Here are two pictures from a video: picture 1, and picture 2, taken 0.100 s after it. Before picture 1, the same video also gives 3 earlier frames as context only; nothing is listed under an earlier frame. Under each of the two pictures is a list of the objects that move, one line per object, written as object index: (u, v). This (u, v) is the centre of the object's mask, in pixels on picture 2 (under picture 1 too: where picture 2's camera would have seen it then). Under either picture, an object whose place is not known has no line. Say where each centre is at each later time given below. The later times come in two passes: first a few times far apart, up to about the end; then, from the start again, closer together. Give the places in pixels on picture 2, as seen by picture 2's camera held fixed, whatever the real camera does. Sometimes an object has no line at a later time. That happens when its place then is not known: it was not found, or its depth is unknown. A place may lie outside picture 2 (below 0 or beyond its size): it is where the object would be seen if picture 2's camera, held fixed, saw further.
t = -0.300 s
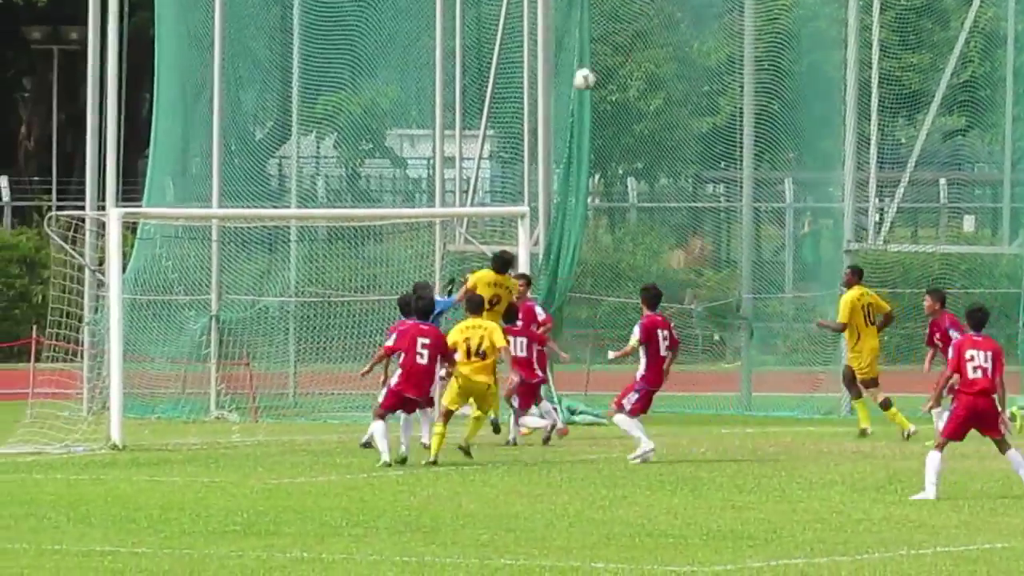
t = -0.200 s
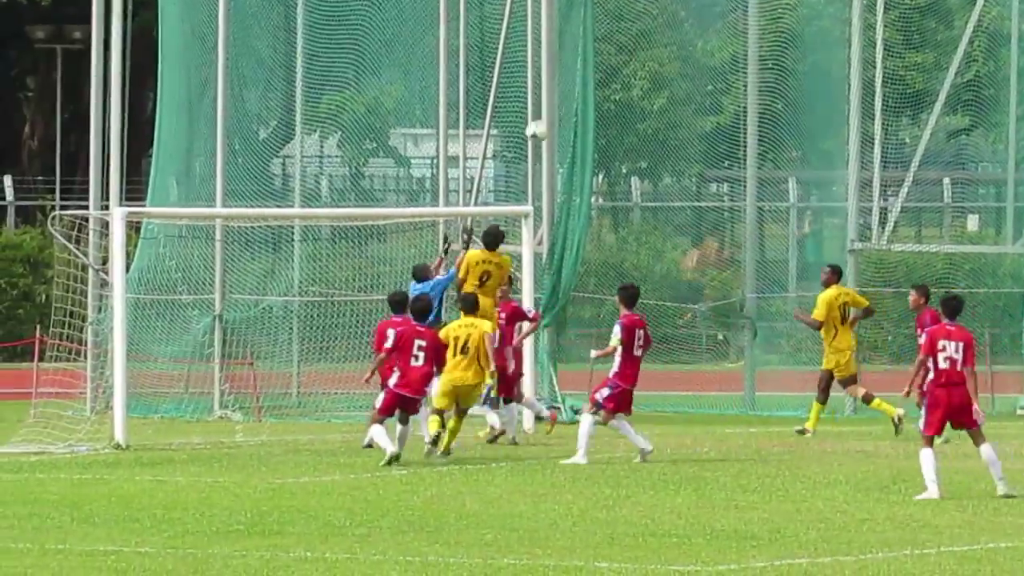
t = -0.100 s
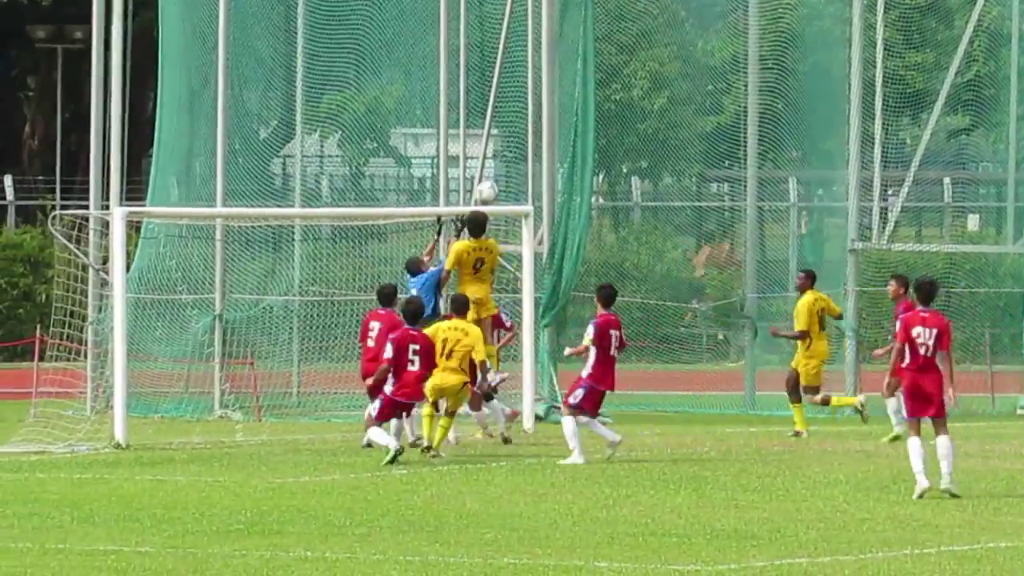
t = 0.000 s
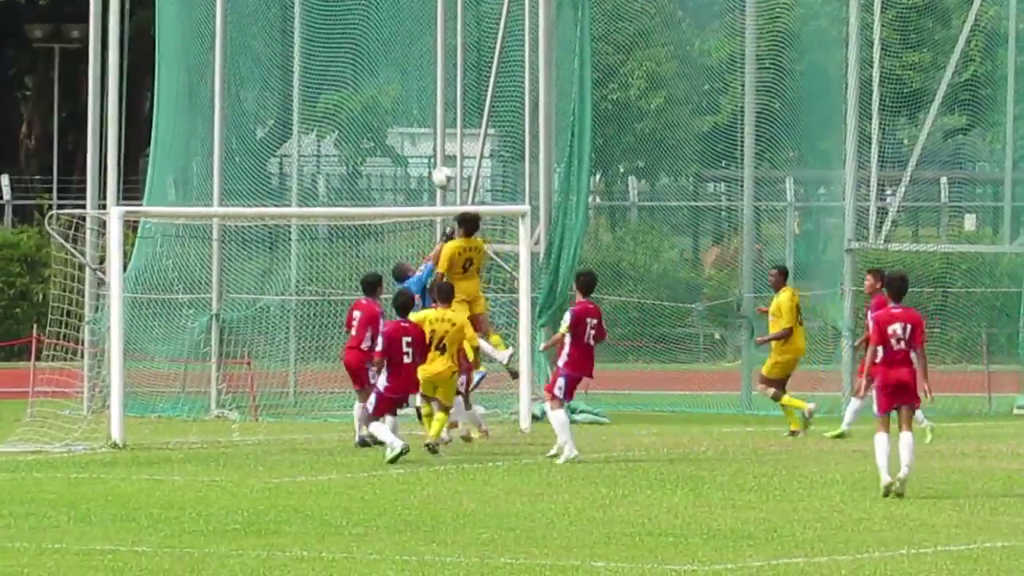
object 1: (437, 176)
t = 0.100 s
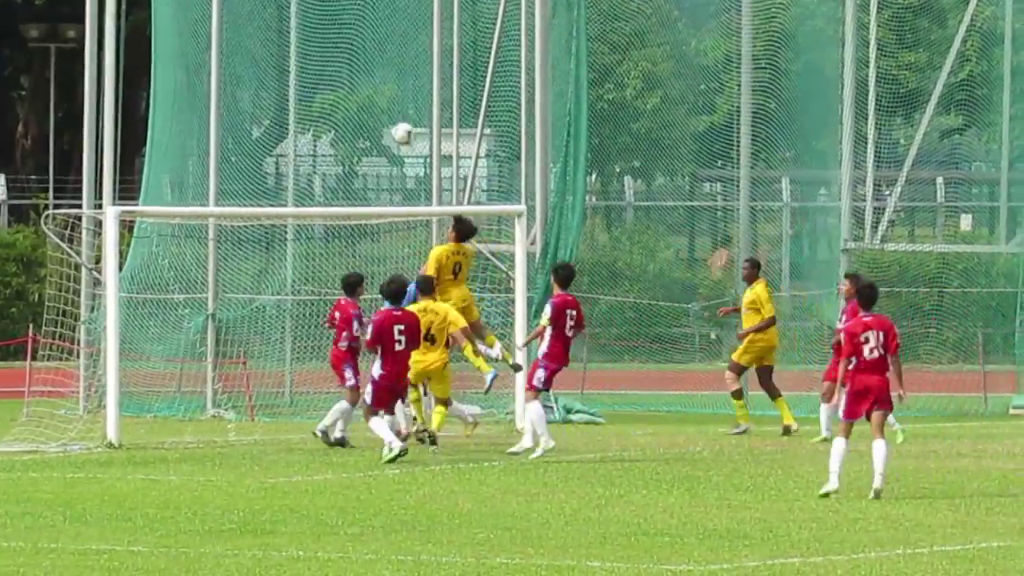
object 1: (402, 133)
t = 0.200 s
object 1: (366, 100)
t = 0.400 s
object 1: (296, 65)
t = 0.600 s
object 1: (227, 68)
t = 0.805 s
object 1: (158, 108)
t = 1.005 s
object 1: (90, 184)
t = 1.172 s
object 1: (37, 270)
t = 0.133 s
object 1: (390, 121)
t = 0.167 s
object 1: (379, 110)
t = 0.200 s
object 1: (366, 100)
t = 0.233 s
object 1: (355, 91)
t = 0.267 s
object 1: (343, 83)
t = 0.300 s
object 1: (331, 78)
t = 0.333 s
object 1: (319, 71)
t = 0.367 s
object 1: (308, 67)
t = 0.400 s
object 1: (296, 65)
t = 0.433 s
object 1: (284, 63)
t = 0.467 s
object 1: (273, 61)
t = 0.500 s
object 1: (261, 62)
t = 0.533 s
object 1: (250, 62)
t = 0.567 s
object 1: (238, 64)
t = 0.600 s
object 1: (227, 68)
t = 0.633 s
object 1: (215, 72)
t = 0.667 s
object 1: (203, 77)
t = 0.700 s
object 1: (193, 83)
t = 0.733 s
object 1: (181, 90)
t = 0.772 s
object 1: (169, 99)
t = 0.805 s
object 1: (158, 108)
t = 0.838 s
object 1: (146, 118)
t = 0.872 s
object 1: (135, 130)
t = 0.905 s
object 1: (124, 142)
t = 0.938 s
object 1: (113, 155)
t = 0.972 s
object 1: (100, 169)
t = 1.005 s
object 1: (90, 184)
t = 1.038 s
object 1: (77, 198)
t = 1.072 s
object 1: (67, 215)
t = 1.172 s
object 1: (37, 270)
